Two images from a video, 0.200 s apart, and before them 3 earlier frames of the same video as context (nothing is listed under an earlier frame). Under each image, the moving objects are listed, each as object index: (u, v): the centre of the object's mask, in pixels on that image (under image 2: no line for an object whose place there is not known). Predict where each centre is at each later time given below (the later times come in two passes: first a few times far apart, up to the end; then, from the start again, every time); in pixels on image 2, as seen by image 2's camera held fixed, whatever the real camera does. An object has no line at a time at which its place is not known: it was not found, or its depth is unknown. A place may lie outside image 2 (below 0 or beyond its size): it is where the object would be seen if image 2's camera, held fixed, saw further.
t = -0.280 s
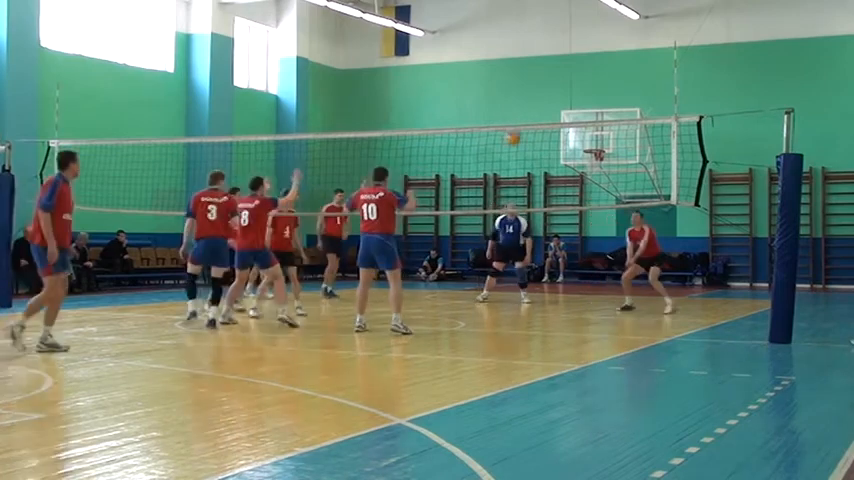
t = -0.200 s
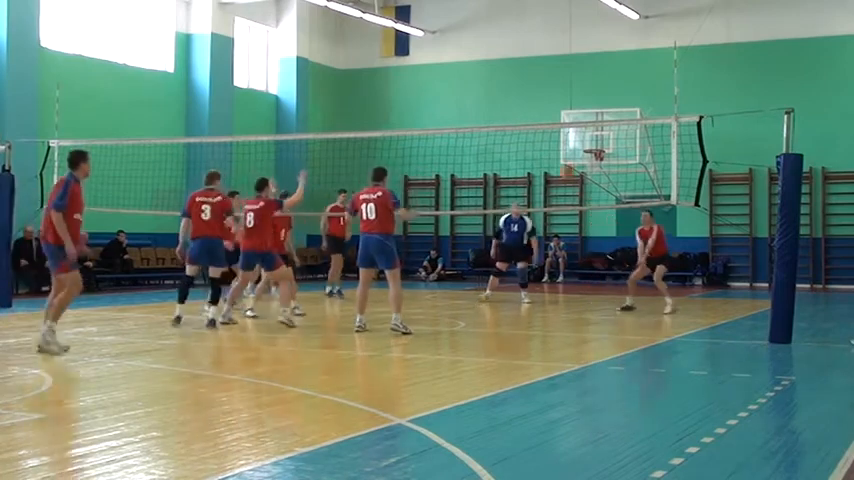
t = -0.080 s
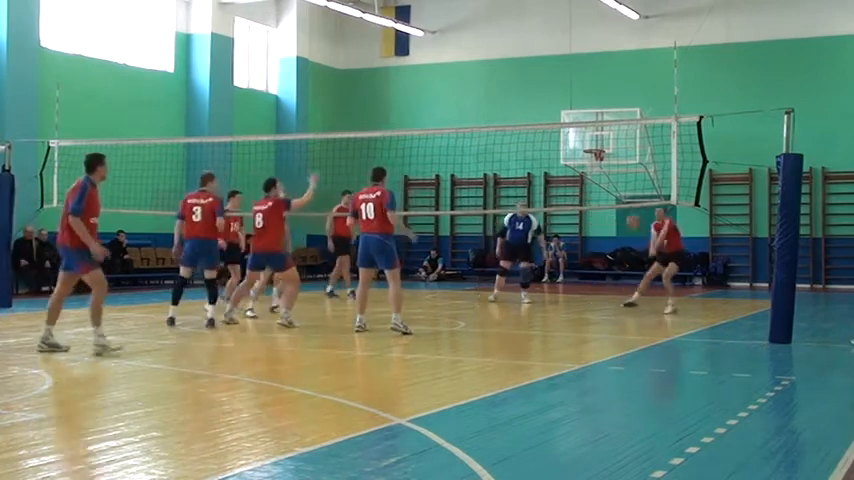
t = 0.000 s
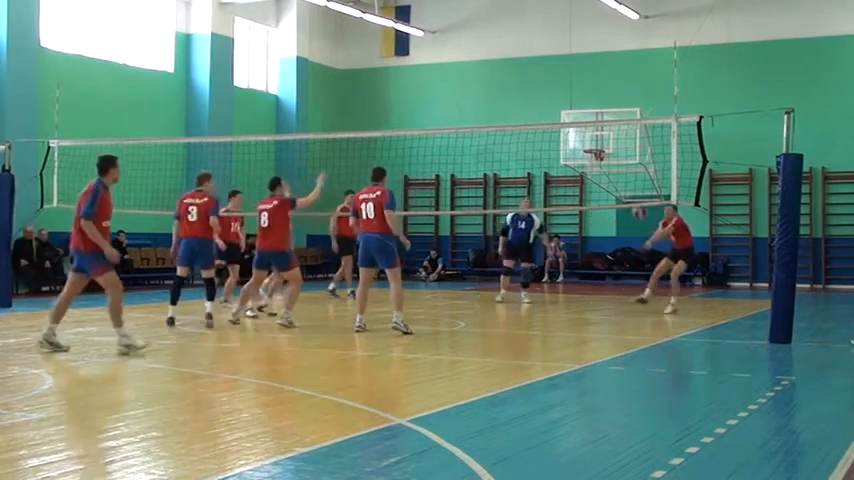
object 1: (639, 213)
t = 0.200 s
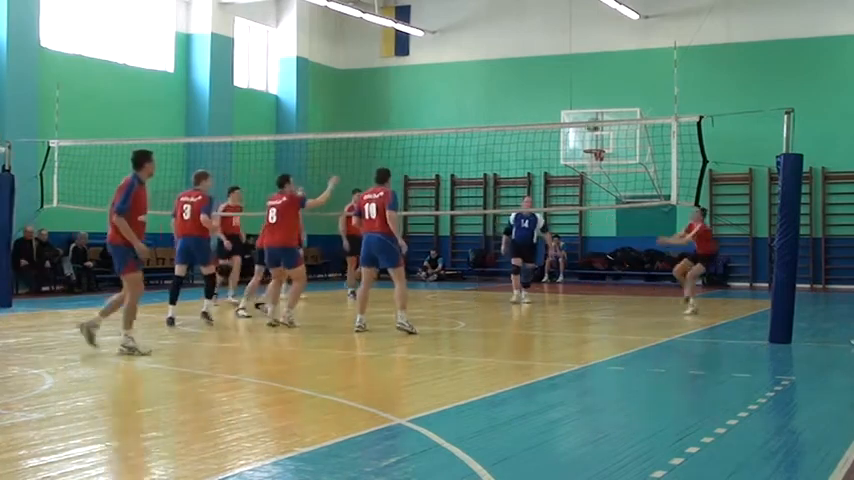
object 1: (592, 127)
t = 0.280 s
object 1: (573, 97)
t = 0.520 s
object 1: (516, 39)
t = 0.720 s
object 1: (466, 20)
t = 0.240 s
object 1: (583, 109)
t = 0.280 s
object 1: (573, 97)
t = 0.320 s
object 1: (565, 85)
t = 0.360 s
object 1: (555, 73)
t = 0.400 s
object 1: (545, 63)
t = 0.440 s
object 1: (536, 54)
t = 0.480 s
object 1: (526, 46)
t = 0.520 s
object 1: (516, 39)
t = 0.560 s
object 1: (506, 33)
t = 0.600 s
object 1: (496, 28)
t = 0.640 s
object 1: (487, 25)
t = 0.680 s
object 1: (477, 22)
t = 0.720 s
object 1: (466, 20)
